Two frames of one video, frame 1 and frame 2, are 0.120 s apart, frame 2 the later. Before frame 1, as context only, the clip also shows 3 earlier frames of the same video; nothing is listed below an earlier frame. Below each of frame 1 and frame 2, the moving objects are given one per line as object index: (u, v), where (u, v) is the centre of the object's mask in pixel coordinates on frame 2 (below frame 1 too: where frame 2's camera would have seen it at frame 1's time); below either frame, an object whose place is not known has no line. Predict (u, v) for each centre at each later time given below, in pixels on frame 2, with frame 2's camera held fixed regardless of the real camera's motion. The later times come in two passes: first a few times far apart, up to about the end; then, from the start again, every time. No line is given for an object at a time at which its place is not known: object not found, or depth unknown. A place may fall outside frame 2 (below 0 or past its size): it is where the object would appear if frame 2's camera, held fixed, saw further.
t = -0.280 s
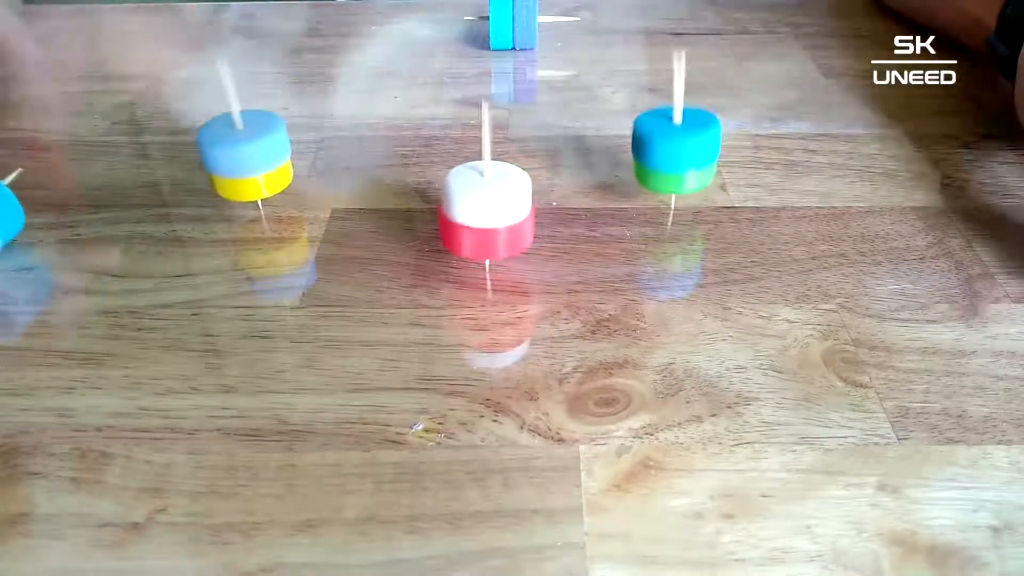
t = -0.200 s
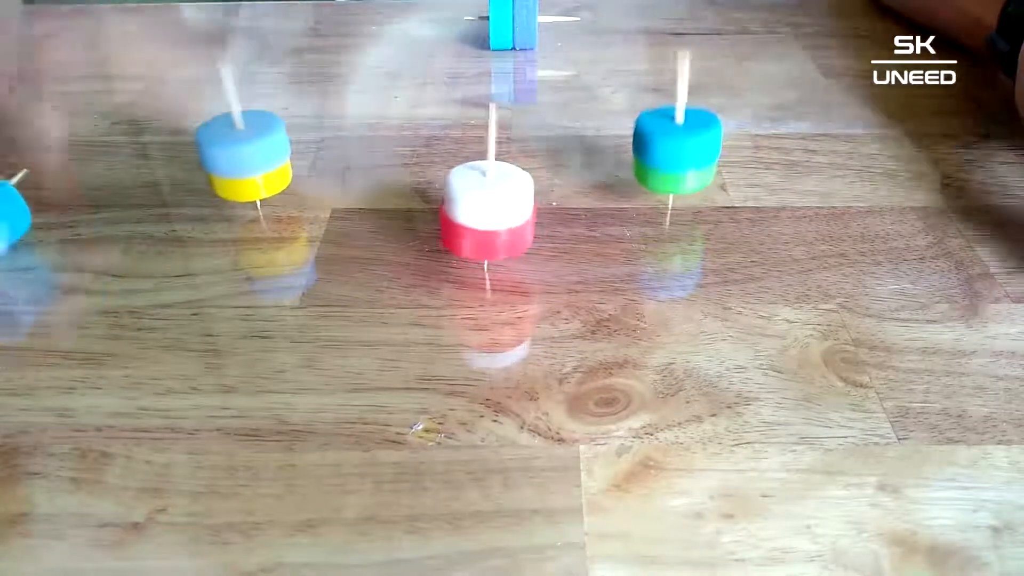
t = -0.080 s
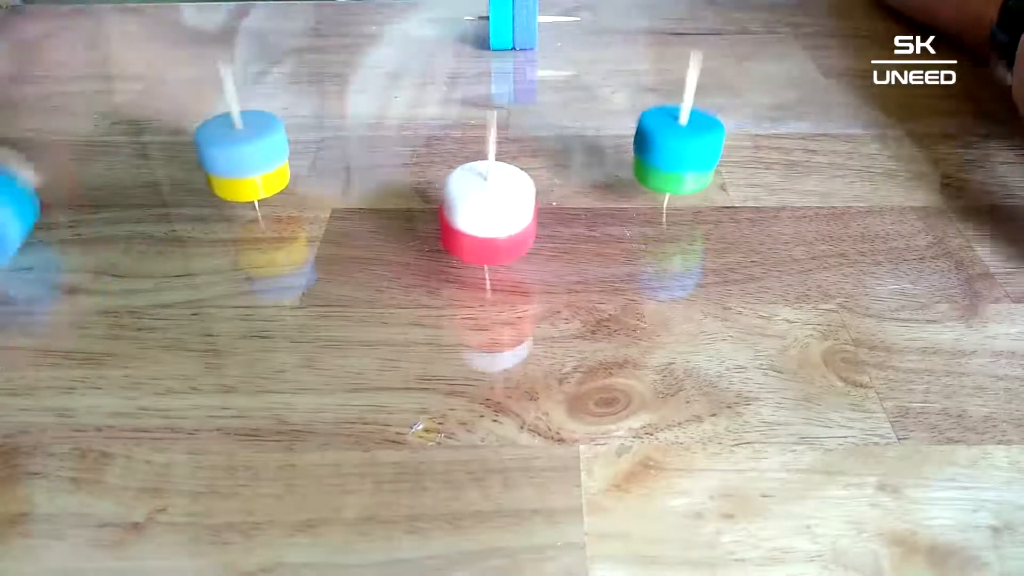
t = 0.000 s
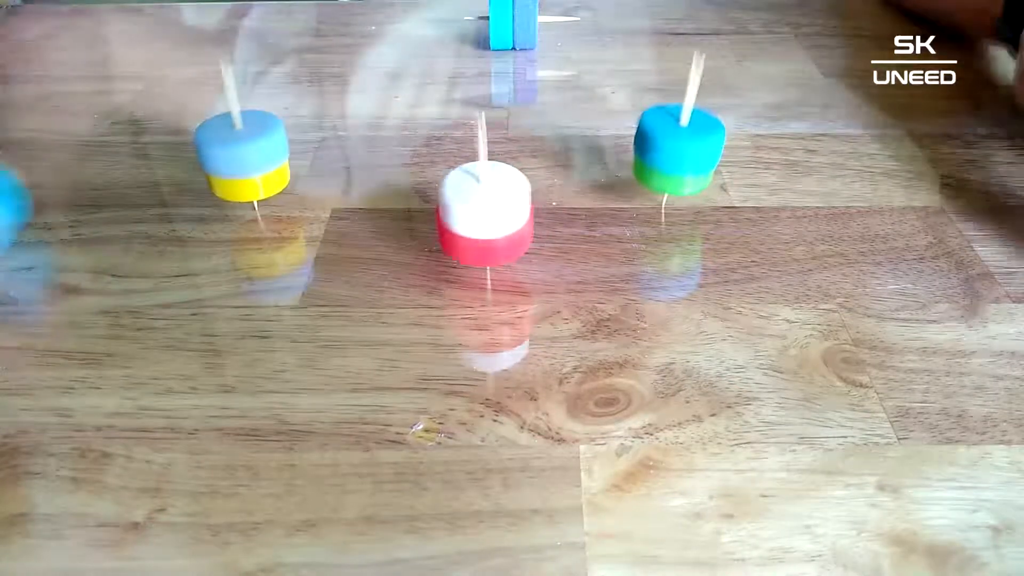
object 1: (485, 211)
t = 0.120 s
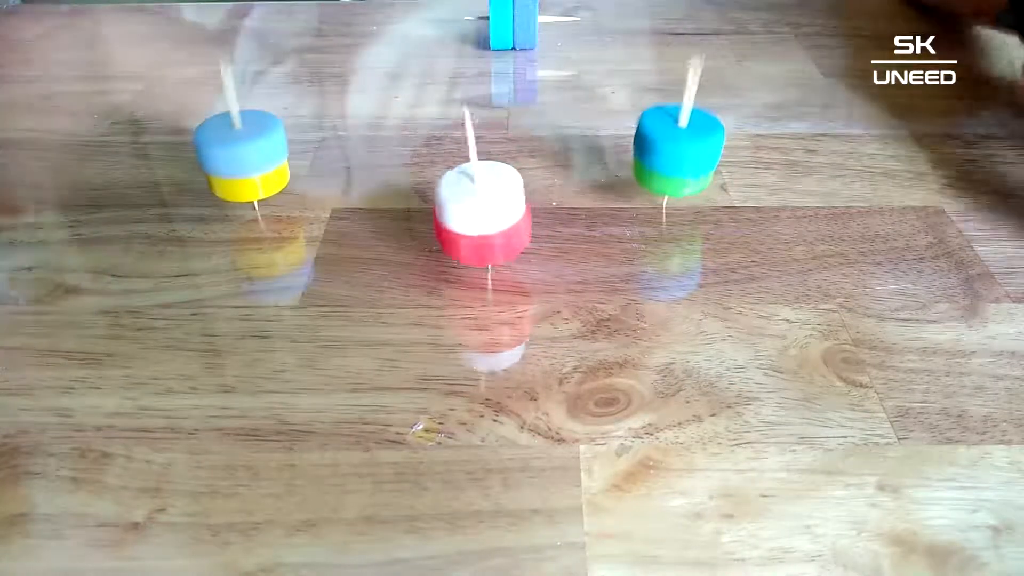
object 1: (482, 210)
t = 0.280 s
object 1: (484, 208)
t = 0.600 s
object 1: (483, 211)
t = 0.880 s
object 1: (483, 207)
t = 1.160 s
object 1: (481, 211)
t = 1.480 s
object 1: (484, 207)
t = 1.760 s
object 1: (477, 212)
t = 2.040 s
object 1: (486, 209)
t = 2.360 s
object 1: (473, 208)
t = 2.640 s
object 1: (485, 214)
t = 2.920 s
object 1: (484, 198)
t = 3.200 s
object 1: (471, 236)
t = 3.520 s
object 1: (492, 194)
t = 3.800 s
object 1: (508, 186)
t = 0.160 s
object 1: (481, 210)
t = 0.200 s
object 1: (482, 209)
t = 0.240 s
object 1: (483, 208)
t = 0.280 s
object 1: (484, 208)
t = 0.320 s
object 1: (486, 208)
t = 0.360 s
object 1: (487, 208)
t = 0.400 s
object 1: (487, 210)
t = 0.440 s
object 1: (488, 210)
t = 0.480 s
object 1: (487, 210)
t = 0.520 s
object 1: (487, 211)
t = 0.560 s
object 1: (485, 210)
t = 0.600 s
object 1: (483, 211)
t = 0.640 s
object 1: (481, 210)
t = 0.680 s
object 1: (480, 211)
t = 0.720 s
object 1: (480, 210)
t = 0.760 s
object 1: (480, 209)
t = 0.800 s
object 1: (481, 207)
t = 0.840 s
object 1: (482, 207)
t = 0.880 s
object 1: (483, 207)
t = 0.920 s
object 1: (484, 207)
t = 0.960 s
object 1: (486, 209)
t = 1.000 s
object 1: (486, 210)
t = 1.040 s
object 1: (486, 210)
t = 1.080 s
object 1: (485, 211)
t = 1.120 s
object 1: (483, 210)
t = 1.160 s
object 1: (481, 211)
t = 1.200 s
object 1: (479, 210)
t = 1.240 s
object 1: (478, 211)
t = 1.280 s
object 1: (477, 210)
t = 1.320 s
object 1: (477, 209)
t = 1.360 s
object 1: (478, 208)
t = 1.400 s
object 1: (480, 207)
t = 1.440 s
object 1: (482, 207)
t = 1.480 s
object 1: (484, 207)
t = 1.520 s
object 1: (485, 209)
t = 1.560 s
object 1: (485, 210)
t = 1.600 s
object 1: (485, 211)
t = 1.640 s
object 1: (483, 211)
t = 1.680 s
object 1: (481, 212)
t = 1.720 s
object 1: (478, 211)
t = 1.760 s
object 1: (477, 212)
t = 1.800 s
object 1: (476, 211)
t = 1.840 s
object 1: (475, 210)
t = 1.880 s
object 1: (476, 208)
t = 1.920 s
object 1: (479, 205)
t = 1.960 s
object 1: (482, 206)
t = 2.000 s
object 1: (485, 208)
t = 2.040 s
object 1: (486, 209)
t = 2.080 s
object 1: (486, 210)
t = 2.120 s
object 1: (484, 212)
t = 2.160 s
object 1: (482, 211)
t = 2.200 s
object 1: (479, 211)
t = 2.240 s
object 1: (476, 213)
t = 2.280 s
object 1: (475, 212)
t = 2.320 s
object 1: (473, 211)
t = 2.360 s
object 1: (473, 208)
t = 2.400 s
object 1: (476, 205)
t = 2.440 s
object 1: (480, 203)
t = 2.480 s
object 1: (486, 203)
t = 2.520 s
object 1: (489, 206)
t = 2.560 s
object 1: (490, 211)
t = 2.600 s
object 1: (489, 213)
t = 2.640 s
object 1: (485, 214)
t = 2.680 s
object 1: (479, 216)
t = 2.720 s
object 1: (473, 216)
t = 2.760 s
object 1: (467, 215)
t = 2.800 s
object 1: (466, 213)
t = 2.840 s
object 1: (468, 206)
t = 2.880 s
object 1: (474, 199)
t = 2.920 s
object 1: (484, 198)
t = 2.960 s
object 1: (494, 195)
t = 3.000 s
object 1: (504, 202)
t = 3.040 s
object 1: (507, 214)
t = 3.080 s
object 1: (505, 223)
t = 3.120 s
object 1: (499, 231)
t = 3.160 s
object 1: (487, 235)
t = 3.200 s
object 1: (471, 236)
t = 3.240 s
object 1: (459, 234)
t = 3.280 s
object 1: (449, 229)
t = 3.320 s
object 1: (445, 219)
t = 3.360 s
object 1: (450, 206)
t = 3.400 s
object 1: (463, 198)
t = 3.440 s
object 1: (476, 194)
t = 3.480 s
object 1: (485, 193)
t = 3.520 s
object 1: (492, 194)
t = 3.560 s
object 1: (497, 197)
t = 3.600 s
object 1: (499, 199)
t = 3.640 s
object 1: (500, 198)
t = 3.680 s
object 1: (502, 197)
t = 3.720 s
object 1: (503, 194)
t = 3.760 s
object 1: (505, 191)
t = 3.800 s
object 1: (508, 186)
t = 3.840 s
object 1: (512, 180)
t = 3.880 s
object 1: (517, 173)
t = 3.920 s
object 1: (526, 165)
